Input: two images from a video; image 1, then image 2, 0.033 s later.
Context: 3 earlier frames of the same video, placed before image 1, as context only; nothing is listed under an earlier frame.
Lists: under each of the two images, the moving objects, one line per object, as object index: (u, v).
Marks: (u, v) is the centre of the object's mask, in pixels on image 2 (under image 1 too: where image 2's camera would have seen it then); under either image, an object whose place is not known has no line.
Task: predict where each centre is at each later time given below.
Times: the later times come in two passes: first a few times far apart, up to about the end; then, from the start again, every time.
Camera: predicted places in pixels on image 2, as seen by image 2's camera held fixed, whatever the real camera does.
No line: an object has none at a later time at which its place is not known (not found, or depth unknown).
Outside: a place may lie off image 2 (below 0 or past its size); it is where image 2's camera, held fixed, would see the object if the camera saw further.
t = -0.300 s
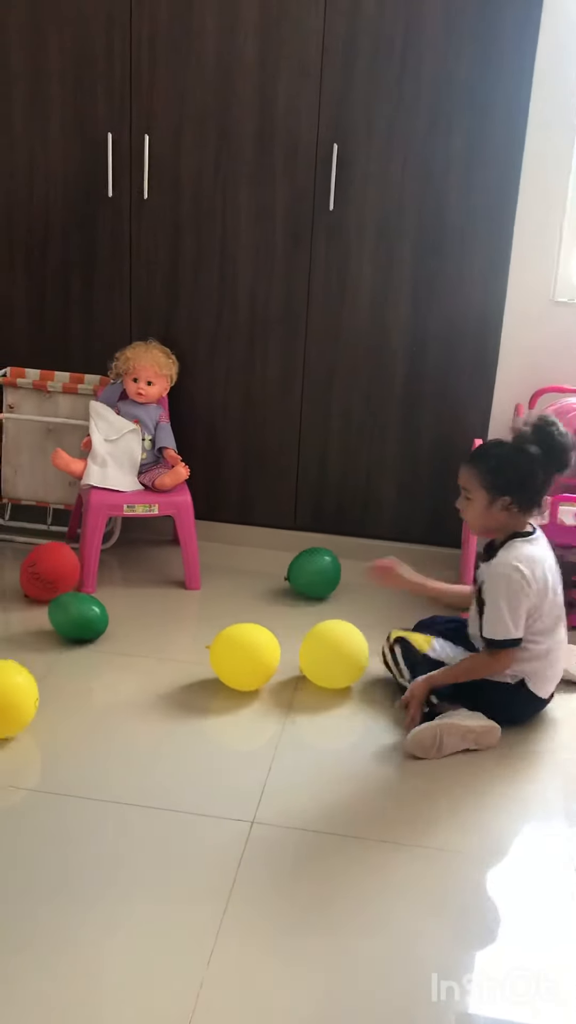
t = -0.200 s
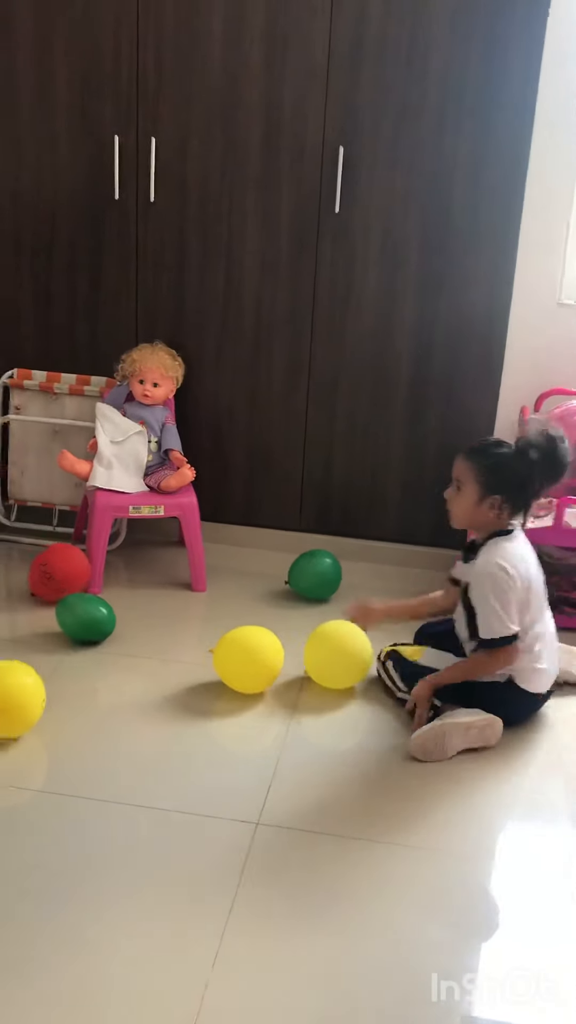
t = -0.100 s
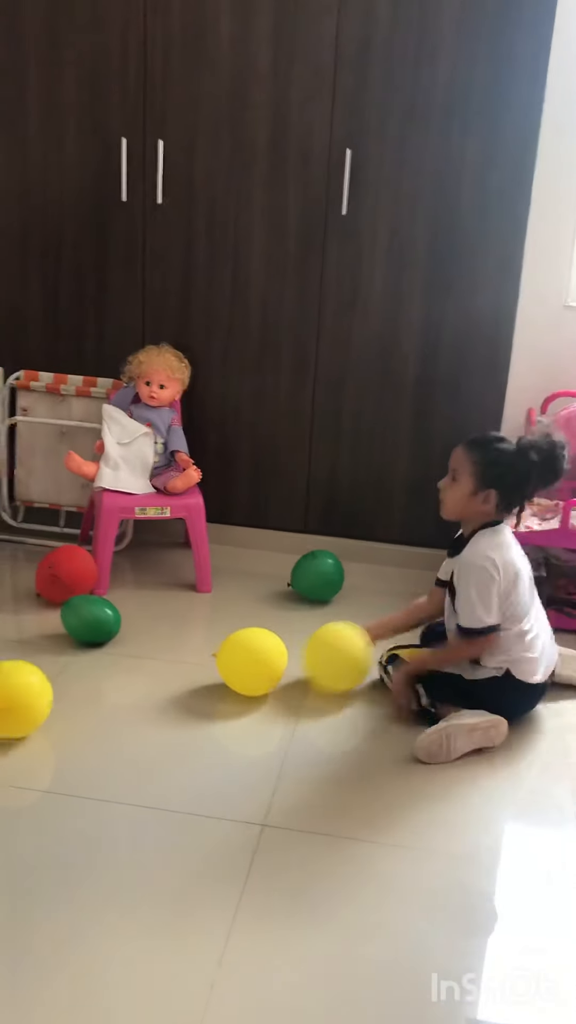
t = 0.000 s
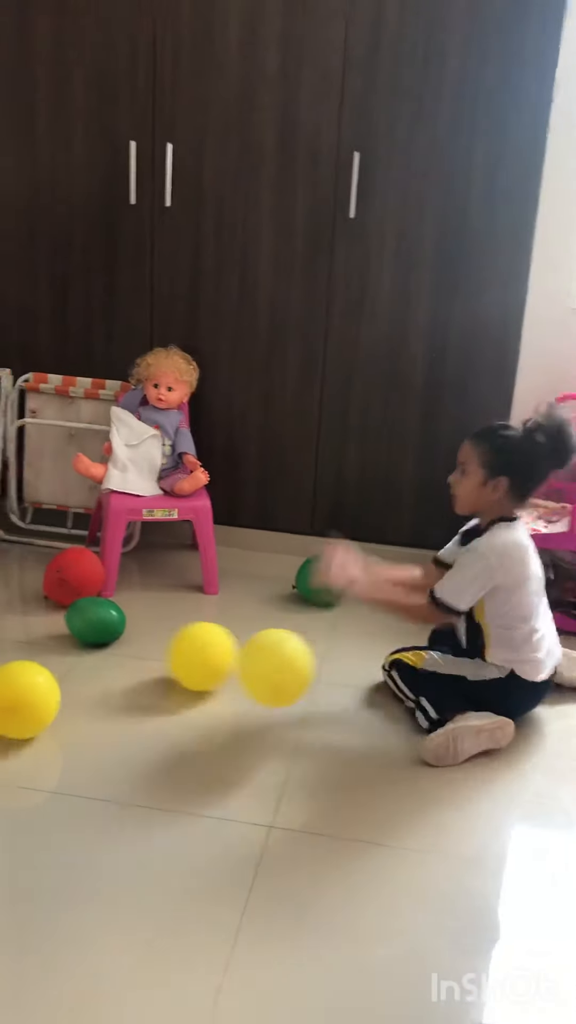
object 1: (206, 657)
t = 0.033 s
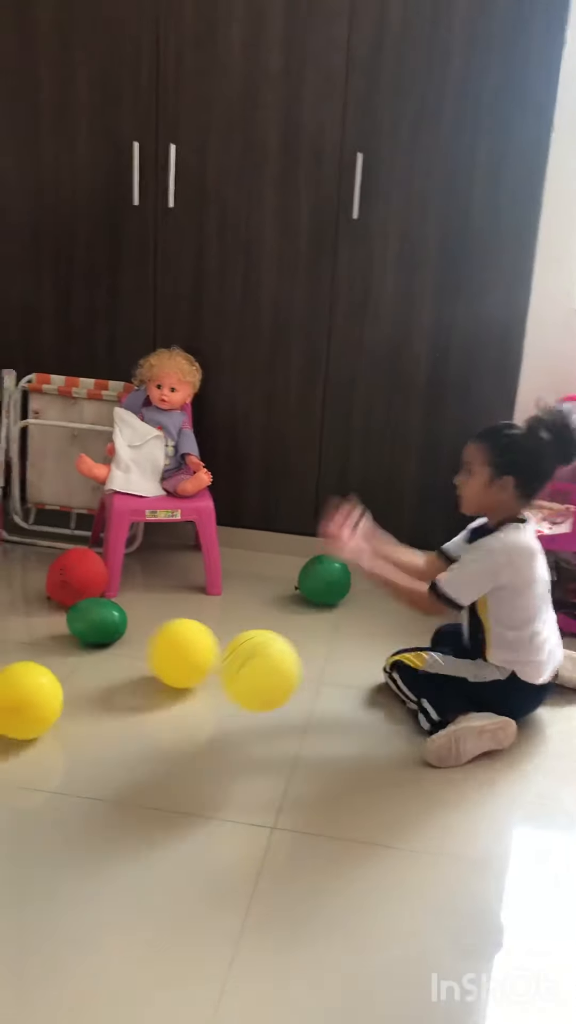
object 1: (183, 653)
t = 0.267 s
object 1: (85, 643)
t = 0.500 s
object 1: (30, 634)
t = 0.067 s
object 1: (164, 649)
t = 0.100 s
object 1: (147, 647)
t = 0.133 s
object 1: (134, 645)
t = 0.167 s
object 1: (119, 644)
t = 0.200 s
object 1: (107, 643)
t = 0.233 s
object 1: (95, 645)
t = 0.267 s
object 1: (85, 643)
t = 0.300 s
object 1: (75, 641)
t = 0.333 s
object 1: (66, 640)
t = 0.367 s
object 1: (59, 639)
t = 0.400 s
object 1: (52, 638)
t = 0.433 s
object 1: (44, 636)
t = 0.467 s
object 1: (37, 635)
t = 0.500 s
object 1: (30, 634)
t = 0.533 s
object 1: (23, 632)
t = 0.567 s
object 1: (17, 631)
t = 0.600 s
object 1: (12, 631)
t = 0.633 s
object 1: (7, 631)
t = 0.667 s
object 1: (1, 631)
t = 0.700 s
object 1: (-3, 631)
